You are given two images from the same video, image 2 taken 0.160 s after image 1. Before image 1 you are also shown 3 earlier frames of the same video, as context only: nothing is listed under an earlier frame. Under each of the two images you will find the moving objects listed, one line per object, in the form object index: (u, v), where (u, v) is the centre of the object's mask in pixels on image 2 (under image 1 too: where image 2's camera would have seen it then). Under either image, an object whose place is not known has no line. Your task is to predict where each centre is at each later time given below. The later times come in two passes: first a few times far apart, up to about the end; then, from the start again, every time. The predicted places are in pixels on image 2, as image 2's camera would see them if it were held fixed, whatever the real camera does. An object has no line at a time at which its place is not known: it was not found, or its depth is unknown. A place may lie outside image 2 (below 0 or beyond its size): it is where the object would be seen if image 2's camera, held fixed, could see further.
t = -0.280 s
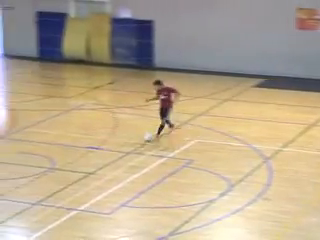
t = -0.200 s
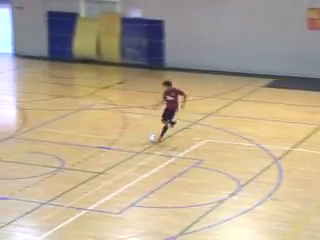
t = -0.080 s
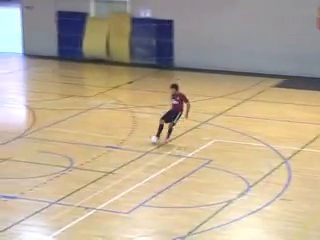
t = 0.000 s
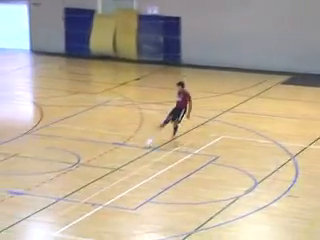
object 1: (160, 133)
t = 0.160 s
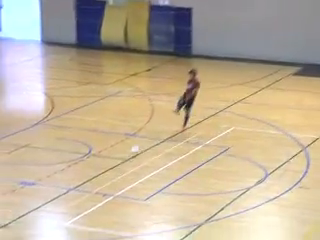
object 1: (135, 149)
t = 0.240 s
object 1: (121, 160)
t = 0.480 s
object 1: (81, 188)
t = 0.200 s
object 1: (128, 154)
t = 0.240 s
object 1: (121, 160)
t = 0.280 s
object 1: (114, 164)
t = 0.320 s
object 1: (107, 169)
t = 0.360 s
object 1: (102, 173)
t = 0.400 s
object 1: (95, 178)
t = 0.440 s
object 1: (87, 183)
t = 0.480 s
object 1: (81, 188)
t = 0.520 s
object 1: (74, 193)
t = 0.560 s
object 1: (67, 198)
